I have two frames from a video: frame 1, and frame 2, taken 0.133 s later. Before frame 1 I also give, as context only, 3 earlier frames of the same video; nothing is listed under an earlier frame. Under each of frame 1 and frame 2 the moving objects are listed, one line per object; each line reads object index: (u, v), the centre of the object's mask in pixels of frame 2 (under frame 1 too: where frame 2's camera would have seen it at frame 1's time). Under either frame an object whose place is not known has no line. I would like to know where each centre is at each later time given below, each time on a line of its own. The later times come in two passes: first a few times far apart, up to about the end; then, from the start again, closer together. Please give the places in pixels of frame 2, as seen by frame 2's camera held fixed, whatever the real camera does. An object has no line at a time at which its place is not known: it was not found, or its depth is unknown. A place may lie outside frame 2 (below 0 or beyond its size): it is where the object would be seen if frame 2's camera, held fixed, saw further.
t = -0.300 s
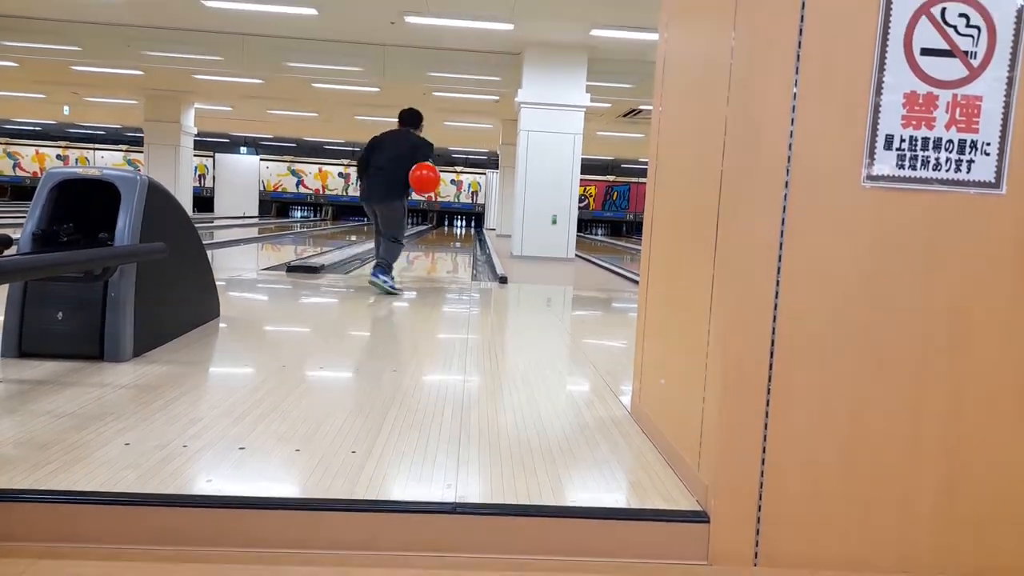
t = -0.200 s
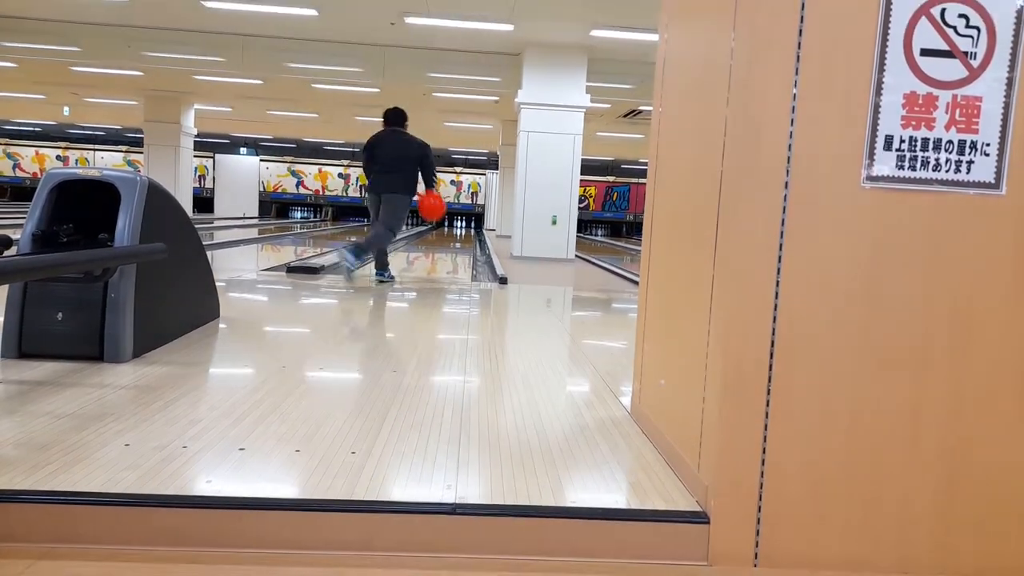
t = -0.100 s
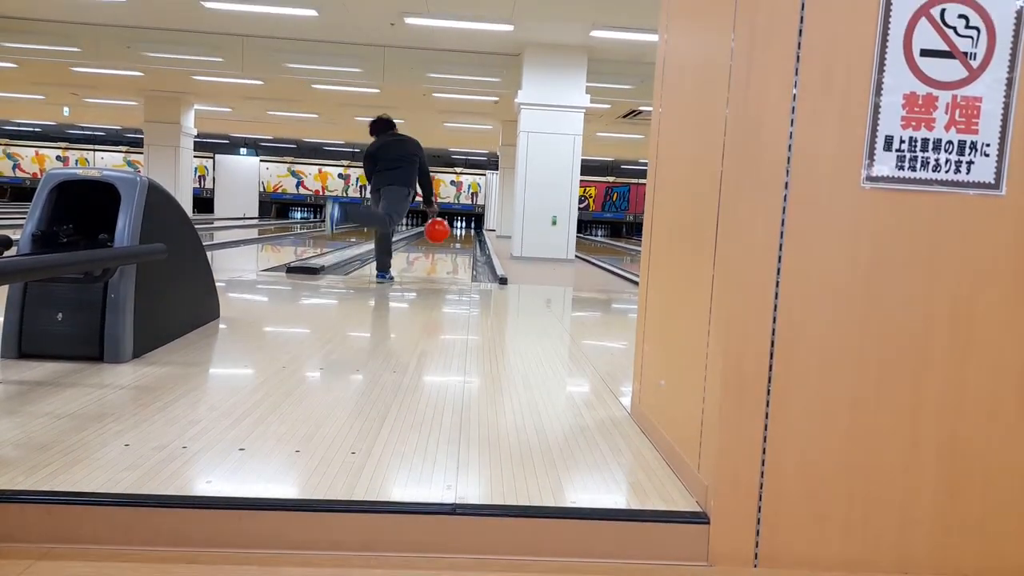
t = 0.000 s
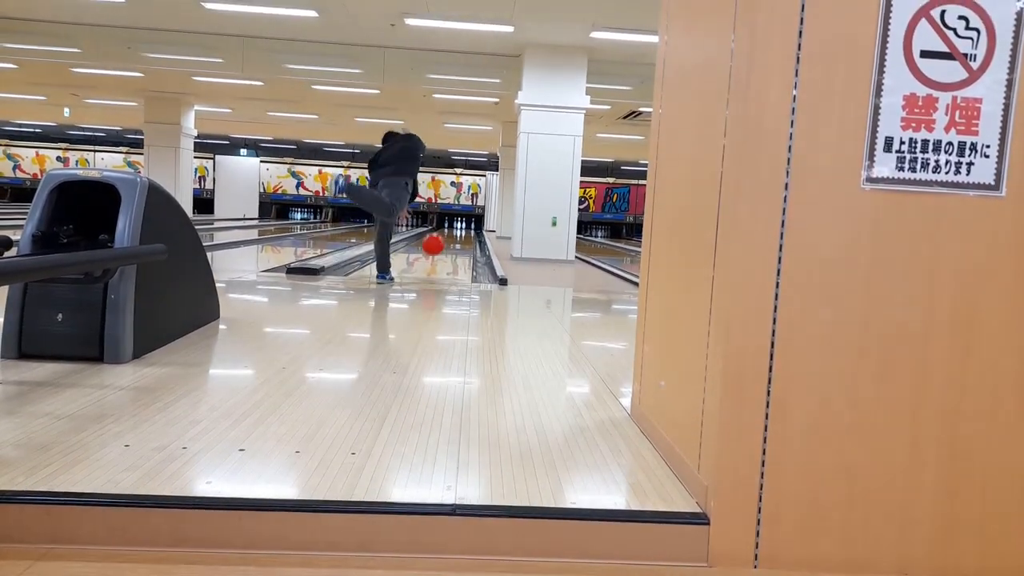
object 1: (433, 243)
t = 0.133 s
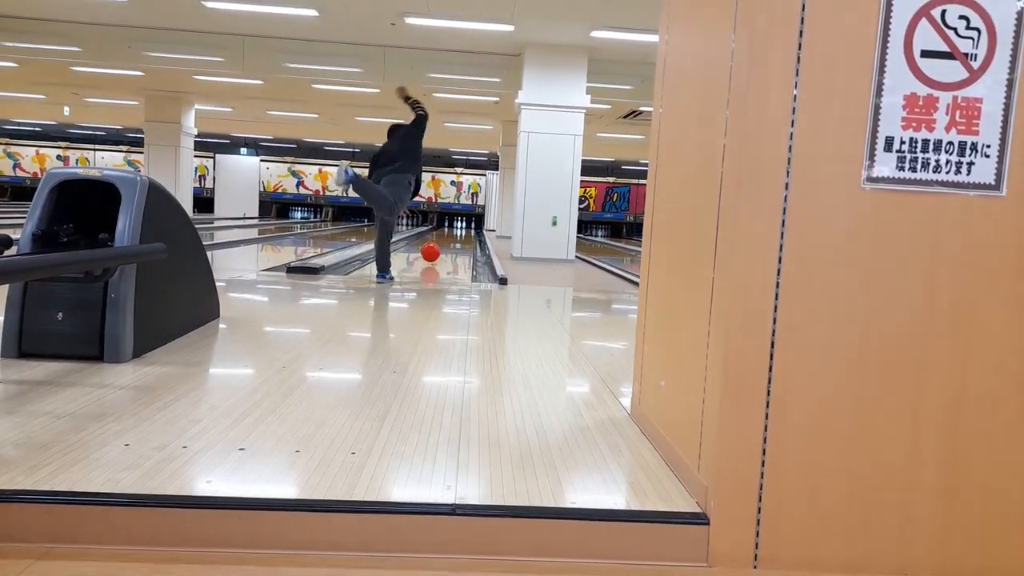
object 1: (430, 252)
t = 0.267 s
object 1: (429, 249)
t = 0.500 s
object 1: (429, 242)
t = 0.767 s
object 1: (424, 236)
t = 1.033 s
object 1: (423, 232)
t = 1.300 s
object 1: (422, 232)
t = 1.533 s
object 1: (428, 230)
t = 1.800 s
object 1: (431, 228)
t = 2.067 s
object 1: (434, 227)
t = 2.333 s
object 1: (438, 226)
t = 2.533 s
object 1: (439, 227)
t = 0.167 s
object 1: (430, 251)
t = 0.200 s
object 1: (429, 250)
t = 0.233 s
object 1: (429, 250)
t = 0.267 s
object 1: (429, 249)
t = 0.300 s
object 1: (428, 247)
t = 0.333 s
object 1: (428, 247)
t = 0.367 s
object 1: (428, 246)
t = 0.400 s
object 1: (428, 245)
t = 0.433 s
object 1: (428, 244)
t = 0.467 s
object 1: (428, 243)
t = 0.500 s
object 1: (429, 242)
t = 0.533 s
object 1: (429, 240)
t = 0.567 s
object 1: (430, 240)
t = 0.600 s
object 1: (430, 240)
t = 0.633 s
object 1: (429, 240)
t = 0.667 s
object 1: (428, 239)
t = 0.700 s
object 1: (427, 239)
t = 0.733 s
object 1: (426, 237)
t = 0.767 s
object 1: (424, 236)
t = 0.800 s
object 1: (424, 236)
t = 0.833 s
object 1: (424, 235)
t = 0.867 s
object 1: (424, 234)
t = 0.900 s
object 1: (424, 235)
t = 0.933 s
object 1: (424, 234)
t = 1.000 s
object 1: (423, 233)
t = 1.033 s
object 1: (423, 232)
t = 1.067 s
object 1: (423, 232)
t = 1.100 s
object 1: (423, 232)
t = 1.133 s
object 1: (423, 232)
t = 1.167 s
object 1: (422, 232)
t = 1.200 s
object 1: (422, 232)
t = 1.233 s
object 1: (421, 232)
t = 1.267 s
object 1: (422, 232)
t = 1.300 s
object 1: (422, 232)
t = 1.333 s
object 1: (423, 232)
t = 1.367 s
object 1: (424, 231)
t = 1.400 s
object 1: (424, 231)
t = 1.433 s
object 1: (425, 232)
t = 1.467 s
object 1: (426, 231)
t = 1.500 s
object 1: (427, 231)
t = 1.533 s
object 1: (428, 230)
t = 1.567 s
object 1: (428, 230)
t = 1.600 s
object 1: (428, 230)
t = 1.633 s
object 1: (428, 229)
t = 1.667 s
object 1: (429, 229)
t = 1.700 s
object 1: (429, 229)
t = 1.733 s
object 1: (430, 229)
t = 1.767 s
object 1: (431, 229)
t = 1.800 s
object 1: (431, 228)
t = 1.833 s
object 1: (432, 228)
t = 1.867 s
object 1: (432, 228)
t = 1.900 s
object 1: (432, 228)
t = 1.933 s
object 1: (433, 228)
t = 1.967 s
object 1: (433, 227)
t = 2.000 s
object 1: (434, 227)
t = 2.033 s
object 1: (434, 227)
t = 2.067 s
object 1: (434, 227)
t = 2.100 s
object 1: (435, 227)
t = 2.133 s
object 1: (435, 227)
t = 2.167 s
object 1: (436, 226)
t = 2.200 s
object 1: (436, 227)
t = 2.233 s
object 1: (437, 227)
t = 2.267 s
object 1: (437, 226)
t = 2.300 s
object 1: (438, 227)
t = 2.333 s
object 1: (438, 226)
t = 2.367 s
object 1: (438, 226)
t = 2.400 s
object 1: (438, 226)
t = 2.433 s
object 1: (438, 226)
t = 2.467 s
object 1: (438, 226)
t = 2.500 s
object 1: (438, 226)
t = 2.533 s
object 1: (439, 227)
